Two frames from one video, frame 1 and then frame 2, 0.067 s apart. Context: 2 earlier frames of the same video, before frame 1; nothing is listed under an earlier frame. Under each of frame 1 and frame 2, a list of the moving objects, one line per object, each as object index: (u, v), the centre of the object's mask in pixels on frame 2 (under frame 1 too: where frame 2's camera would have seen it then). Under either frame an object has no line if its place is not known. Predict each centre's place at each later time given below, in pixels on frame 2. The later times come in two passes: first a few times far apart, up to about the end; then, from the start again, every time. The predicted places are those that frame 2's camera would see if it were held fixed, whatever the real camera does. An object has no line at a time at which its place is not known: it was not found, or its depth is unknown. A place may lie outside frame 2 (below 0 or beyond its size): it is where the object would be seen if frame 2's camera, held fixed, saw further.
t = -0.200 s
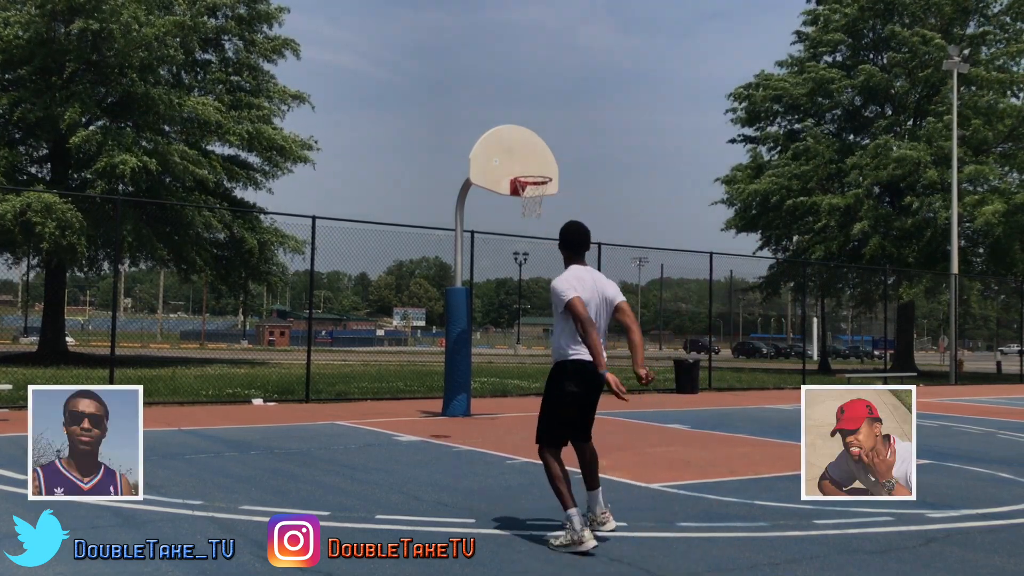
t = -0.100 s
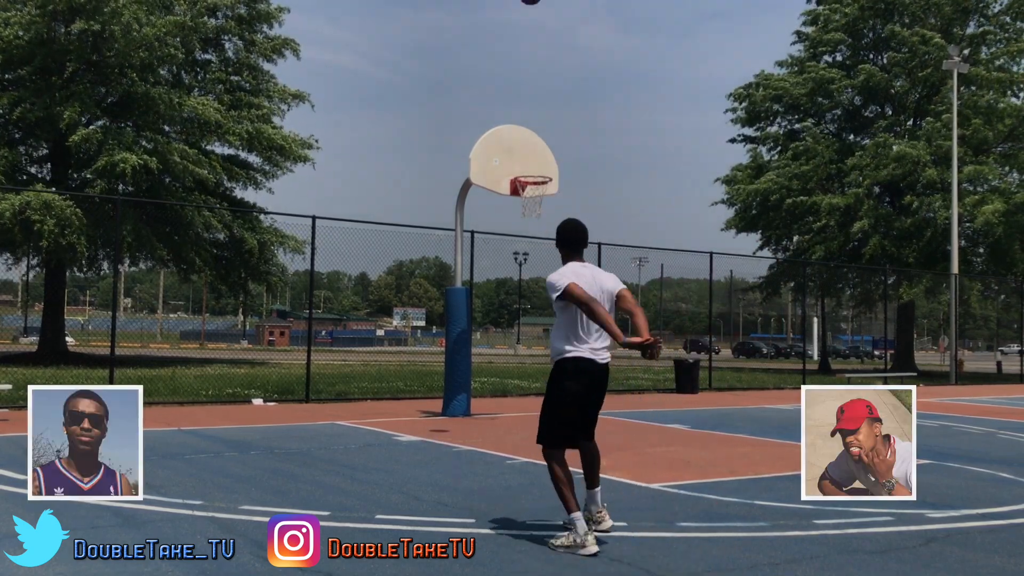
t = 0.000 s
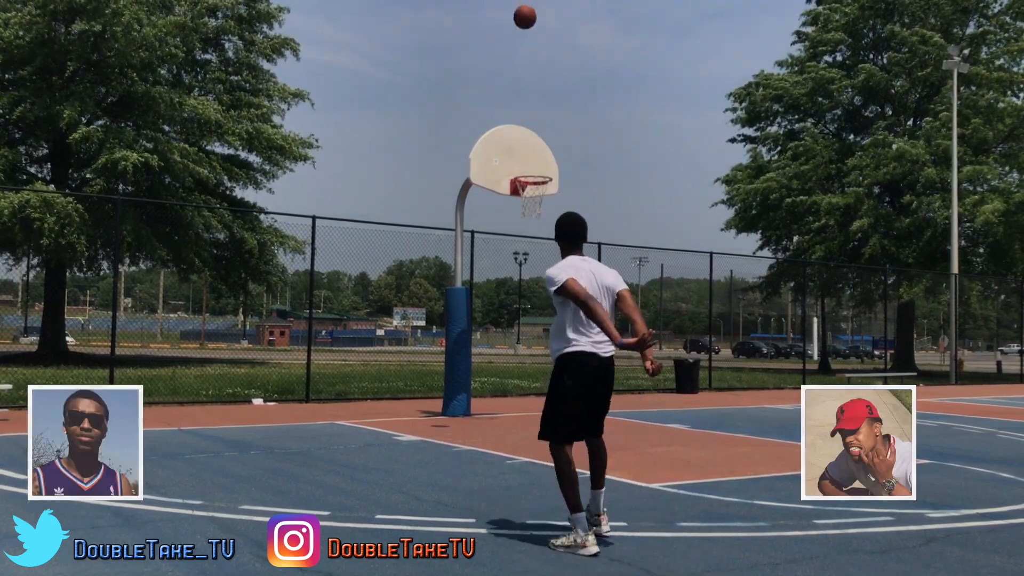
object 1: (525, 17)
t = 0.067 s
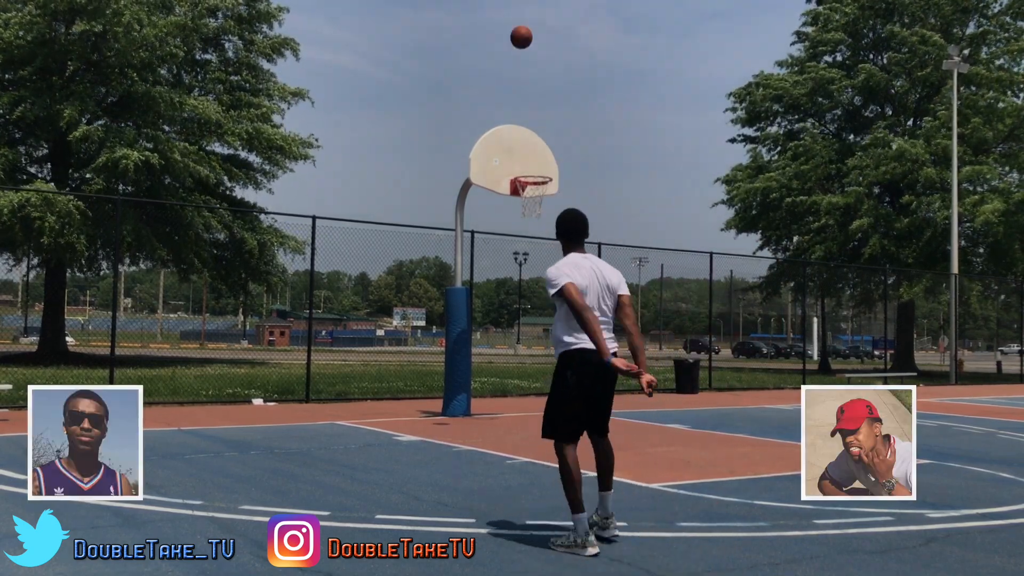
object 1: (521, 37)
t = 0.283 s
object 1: (510, 118)
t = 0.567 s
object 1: (540, 198)
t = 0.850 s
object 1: (535, 239)
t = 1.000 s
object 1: (531, 282)
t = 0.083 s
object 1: (520, 42)
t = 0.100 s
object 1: (519, 48)
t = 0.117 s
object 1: (518, 54)
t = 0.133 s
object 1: (518, 60)
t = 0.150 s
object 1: (517, 66)
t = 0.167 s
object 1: (516, 72)
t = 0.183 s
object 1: (515, 78)
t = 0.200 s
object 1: (514, 84)
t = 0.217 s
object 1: (514, 91)
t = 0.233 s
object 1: (513, 98)
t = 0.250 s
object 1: (512, 104)
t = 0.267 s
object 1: (511, 111)
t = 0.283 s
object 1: (510, 118)
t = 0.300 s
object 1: (509, 125)
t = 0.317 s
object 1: (509, 132)
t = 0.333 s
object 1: (508, 140)
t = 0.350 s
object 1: (507, 147)
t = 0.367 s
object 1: (507, 153)
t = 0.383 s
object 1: (512, 157)
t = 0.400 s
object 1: (517, 161)
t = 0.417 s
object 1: (521, 166)
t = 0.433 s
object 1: (526, 170)
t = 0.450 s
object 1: (531, 175)
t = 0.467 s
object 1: (535, 180)
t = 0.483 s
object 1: (537, 182)
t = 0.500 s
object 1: (537, 185)
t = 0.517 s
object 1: (538, 189)
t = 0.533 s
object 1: (539, 192)
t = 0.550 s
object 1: (539, 195)
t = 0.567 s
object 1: (540, 198)
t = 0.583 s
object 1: (540, 201)
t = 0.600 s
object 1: (540, 202)
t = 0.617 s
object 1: (540, 204)
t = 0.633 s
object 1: (540, 205)
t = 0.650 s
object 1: (539, 206)
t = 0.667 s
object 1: (539, 208)
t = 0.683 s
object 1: (539, 210)
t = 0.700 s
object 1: (538, 212)
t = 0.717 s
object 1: (538, 214)
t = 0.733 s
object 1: (538, 216)
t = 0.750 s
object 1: (537, 218)
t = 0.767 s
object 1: (537, 222)
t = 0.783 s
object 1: (536, 225)
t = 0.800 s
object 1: (536, 228)
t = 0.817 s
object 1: (536, 231)
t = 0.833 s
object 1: (535, 235)
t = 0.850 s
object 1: (535, 239)
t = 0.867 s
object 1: (534, 243)
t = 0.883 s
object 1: (534, 247)
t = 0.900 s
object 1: (534, 251)
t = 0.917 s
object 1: (533, 256)
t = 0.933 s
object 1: (533, 261)
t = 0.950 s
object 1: (532, 266)
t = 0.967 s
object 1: (532, 271)
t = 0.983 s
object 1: (531, 276)
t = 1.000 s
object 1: (531, 282)
